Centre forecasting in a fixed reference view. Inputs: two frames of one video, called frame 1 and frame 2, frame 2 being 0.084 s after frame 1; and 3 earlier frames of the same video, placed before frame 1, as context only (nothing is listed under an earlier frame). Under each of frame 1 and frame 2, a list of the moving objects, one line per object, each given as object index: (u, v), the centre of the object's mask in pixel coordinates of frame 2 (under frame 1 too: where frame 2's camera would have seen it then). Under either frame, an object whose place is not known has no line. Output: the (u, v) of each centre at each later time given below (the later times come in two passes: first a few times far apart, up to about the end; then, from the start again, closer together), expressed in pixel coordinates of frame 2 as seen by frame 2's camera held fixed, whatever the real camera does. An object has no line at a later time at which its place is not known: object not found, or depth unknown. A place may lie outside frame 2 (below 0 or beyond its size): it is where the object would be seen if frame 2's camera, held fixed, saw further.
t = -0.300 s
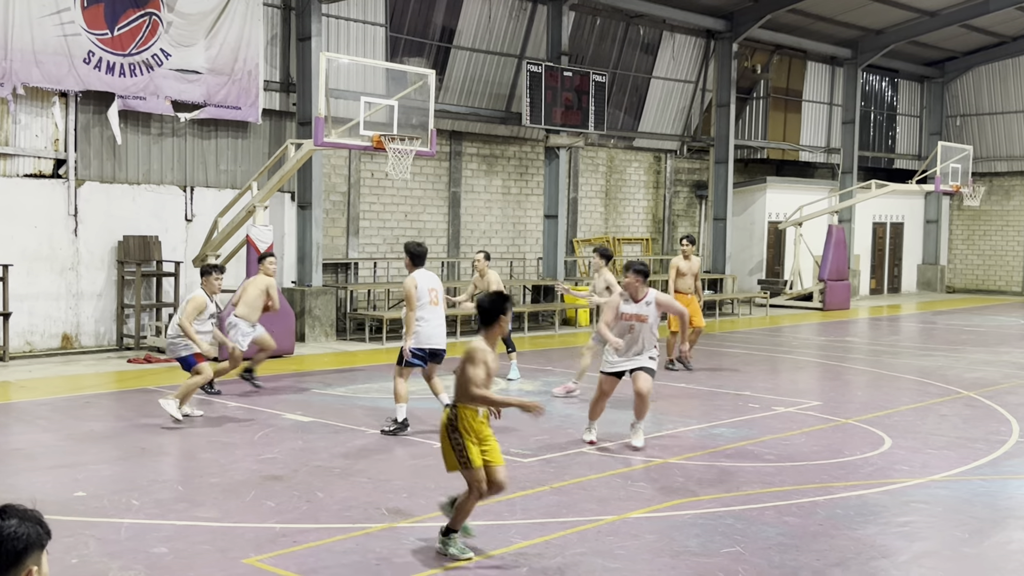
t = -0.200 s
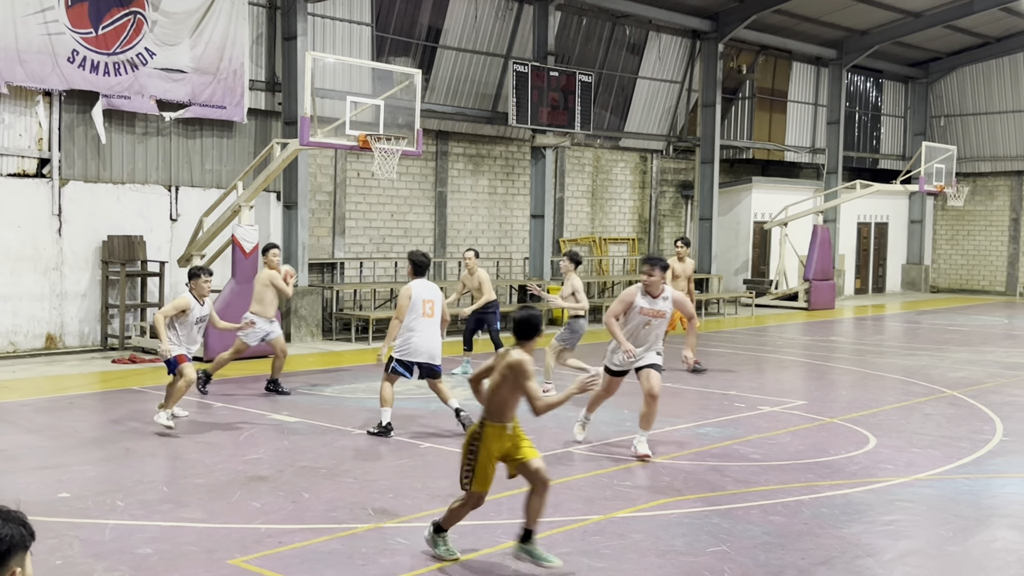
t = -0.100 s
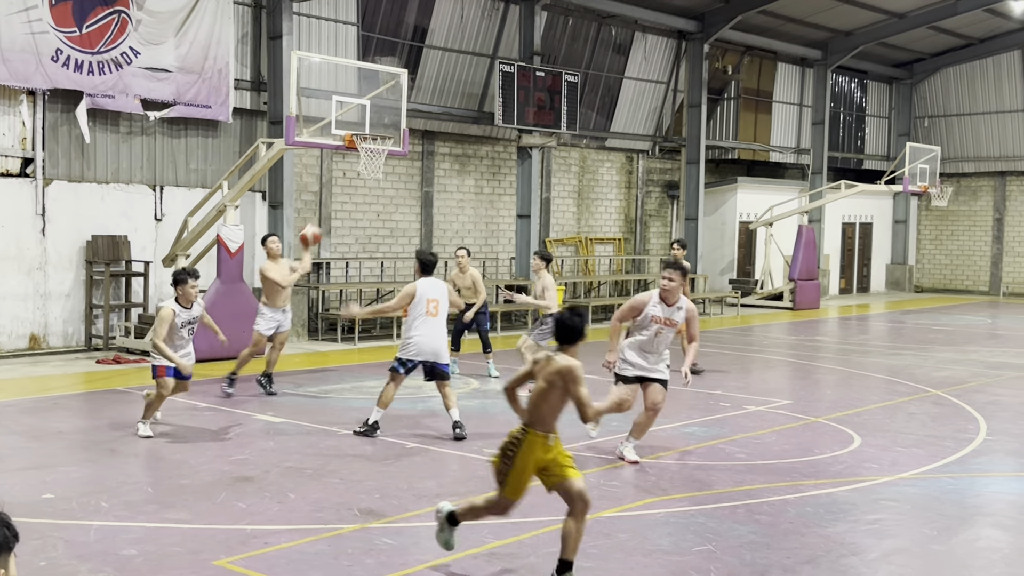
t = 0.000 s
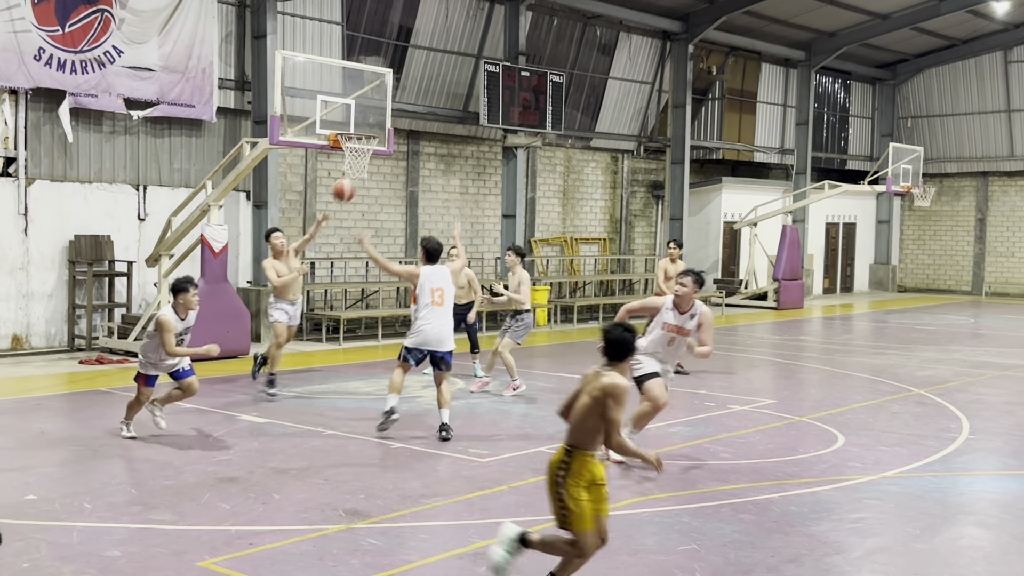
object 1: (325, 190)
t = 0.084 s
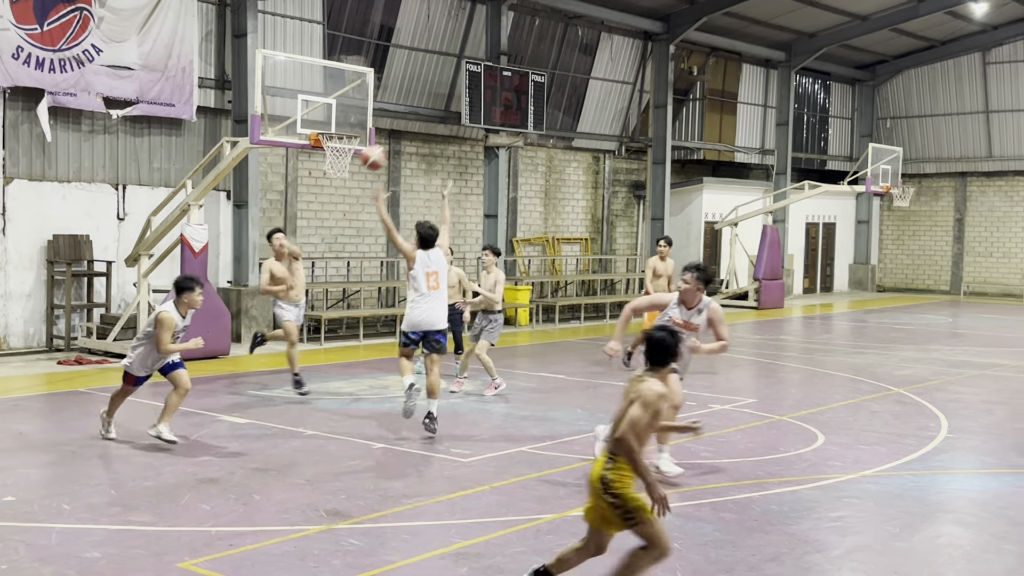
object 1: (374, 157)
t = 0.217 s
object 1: (467, 110)
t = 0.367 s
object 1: (602, 65)
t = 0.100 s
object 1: (385, 150)
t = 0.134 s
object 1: (406, 139)
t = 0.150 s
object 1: (417, 132)
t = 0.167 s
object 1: (429, 127)
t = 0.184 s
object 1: (441, 121)
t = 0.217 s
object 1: (467, 110)
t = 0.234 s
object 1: (481, 104)
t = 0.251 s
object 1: (494, 99)
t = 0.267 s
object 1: (507, 95)
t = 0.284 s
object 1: (521, 89)
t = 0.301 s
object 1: (537, 83)
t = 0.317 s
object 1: (553, 78)
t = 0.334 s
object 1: (569, 74)
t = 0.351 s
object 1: (585, 69)
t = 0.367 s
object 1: (602, 65)
